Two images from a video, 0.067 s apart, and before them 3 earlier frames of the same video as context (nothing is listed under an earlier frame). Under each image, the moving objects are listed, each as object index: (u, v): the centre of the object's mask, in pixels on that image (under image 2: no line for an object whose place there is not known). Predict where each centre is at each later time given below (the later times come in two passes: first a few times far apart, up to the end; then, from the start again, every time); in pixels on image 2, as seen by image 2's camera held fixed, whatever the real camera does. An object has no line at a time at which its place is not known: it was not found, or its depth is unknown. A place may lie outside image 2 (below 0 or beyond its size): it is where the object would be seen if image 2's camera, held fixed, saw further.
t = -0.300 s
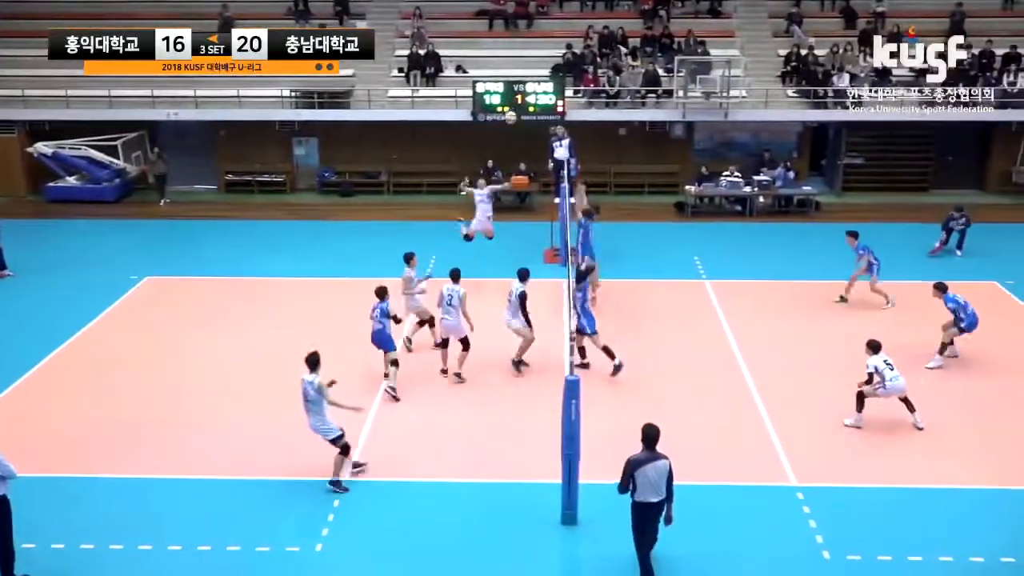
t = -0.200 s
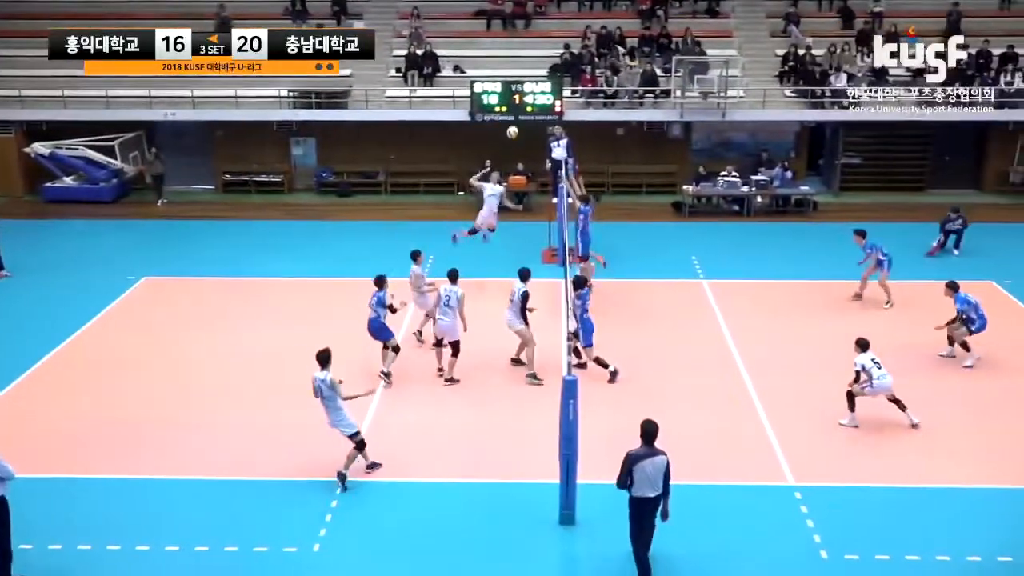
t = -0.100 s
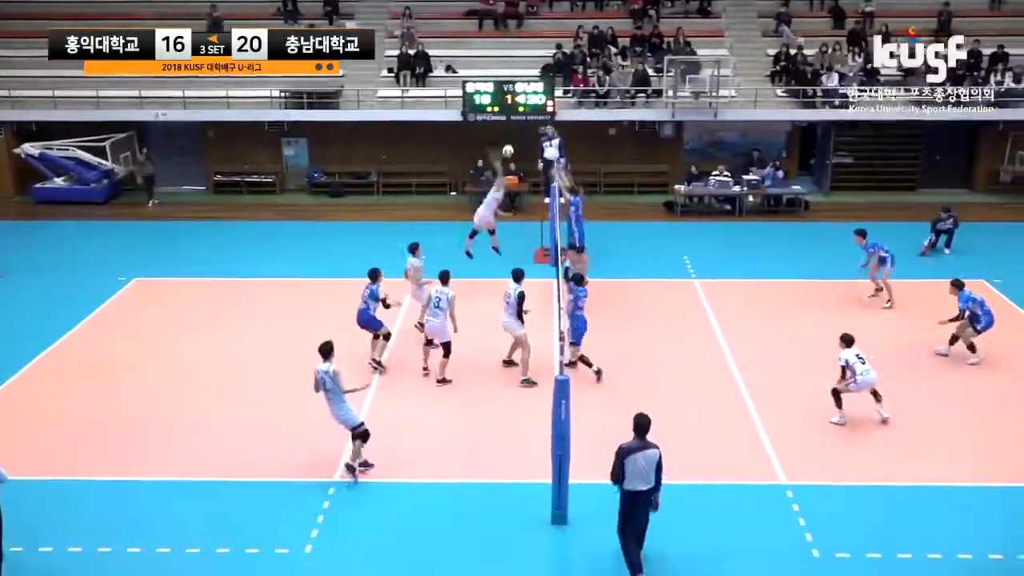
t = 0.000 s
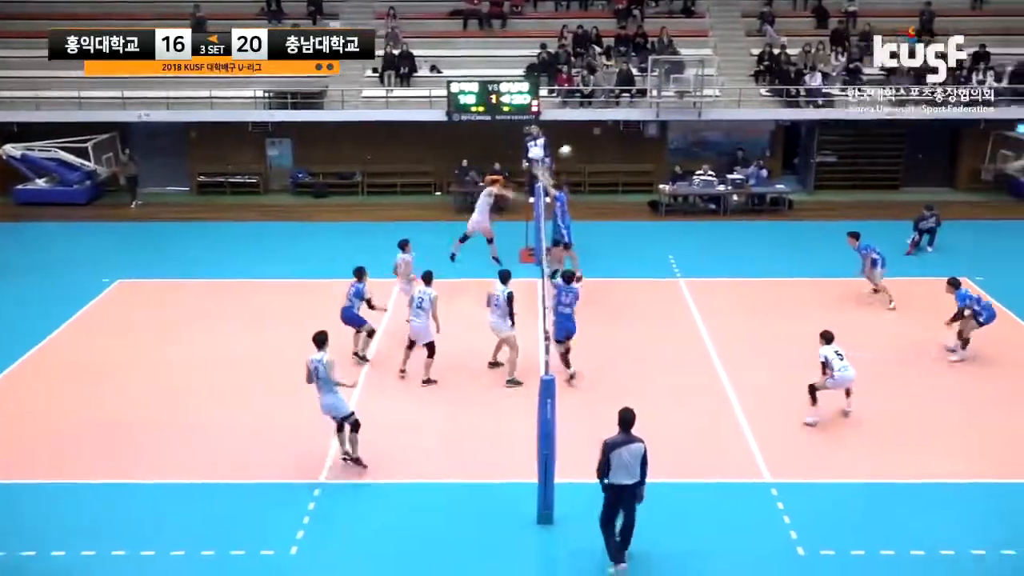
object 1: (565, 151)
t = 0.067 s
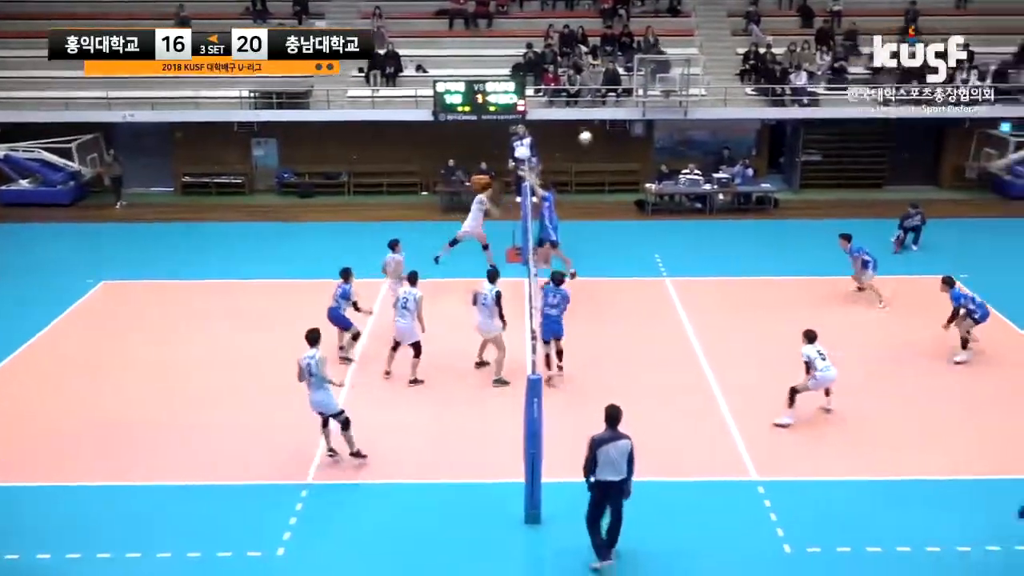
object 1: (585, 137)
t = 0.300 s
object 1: (711, 112)
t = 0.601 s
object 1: (886, 133)
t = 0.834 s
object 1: (1021, 193)
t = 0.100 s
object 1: (603, 131)
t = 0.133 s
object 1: (619, 127)
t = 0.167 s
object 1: (637, 125)
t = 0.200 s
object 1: (655, 118)
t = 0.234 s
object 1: (675, 115)
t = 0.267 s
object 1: (692, 114)
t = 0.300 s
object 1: (711, 112)
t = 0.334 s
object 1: (731, 111)
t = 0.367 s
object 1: (749, 111)
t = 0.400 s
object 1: (768, 111)
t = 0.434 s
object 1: (786, 111)
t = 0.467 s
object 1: (808, 116)
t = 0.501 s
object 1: (826, 120)
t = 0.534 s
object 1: (846, 123)
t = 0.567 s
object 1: (865, 127)
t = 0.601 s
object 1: (886, 133)
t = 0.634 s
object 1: (905, 138)
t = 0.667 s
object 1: (925, 145)
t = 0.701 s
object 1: (945, 153)
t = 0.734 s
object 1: (963, 162)
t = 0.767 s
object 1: (983, 172)
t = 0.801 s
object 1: (1002, 182)
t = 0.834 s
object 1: (1021, 193)
